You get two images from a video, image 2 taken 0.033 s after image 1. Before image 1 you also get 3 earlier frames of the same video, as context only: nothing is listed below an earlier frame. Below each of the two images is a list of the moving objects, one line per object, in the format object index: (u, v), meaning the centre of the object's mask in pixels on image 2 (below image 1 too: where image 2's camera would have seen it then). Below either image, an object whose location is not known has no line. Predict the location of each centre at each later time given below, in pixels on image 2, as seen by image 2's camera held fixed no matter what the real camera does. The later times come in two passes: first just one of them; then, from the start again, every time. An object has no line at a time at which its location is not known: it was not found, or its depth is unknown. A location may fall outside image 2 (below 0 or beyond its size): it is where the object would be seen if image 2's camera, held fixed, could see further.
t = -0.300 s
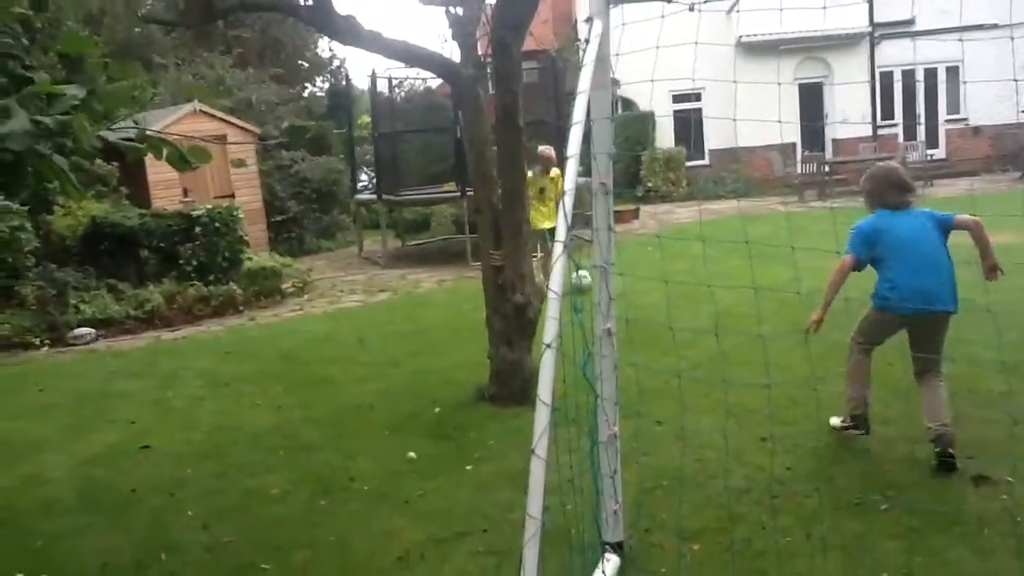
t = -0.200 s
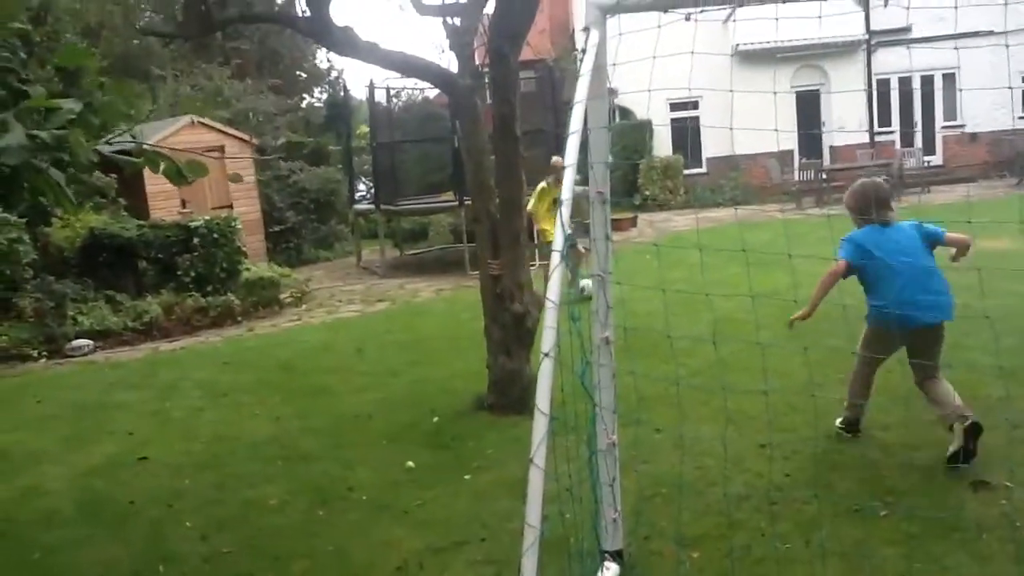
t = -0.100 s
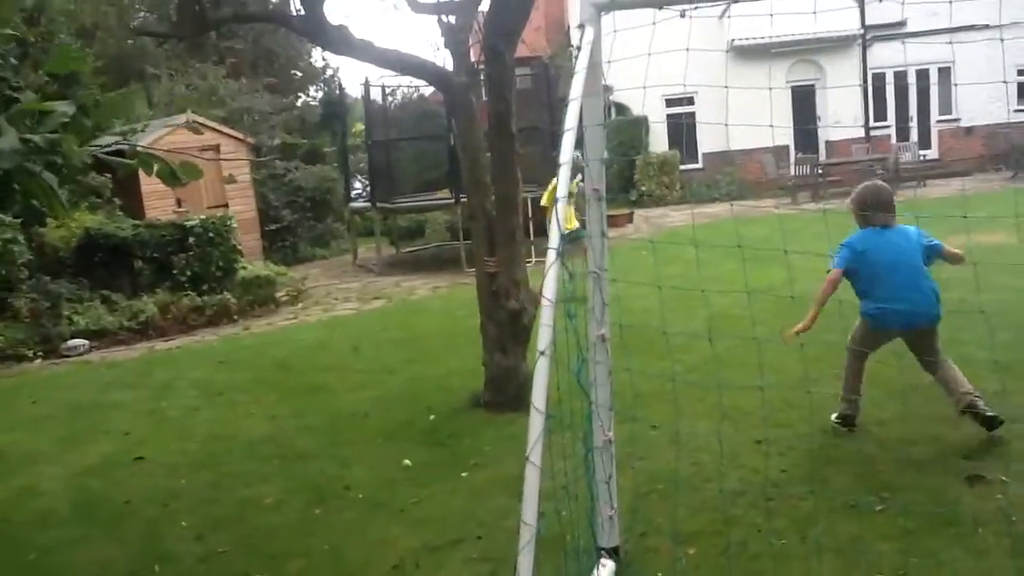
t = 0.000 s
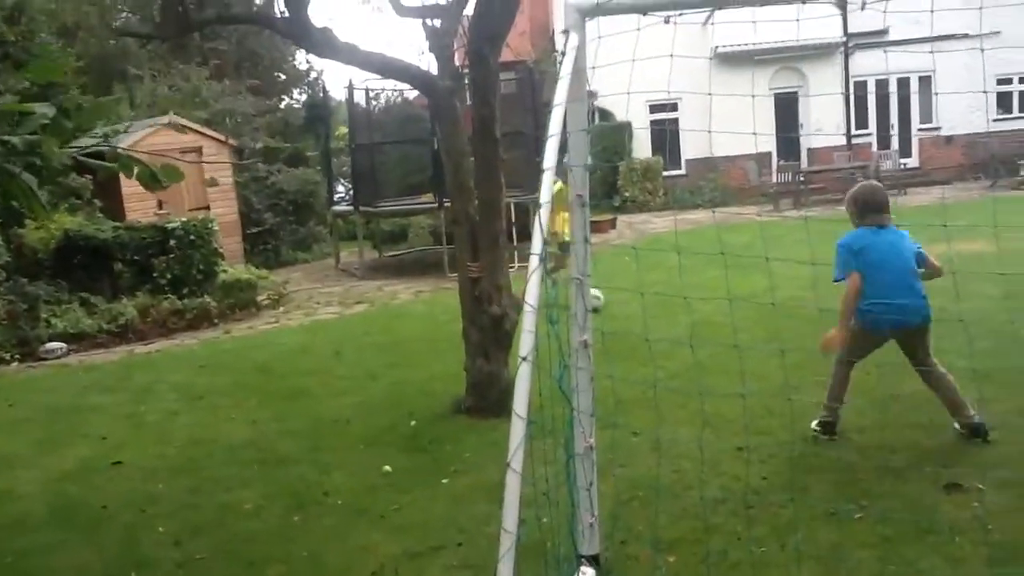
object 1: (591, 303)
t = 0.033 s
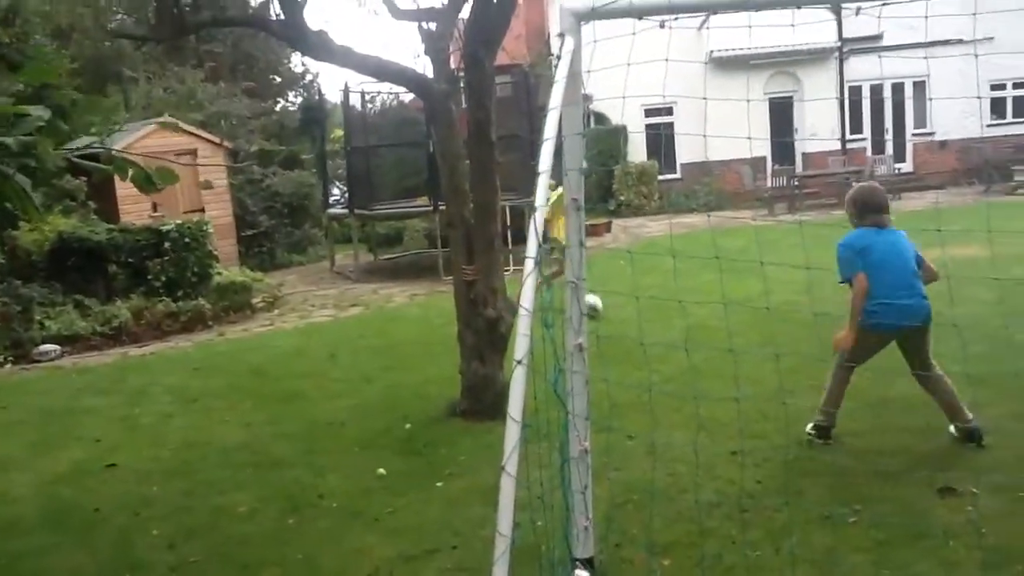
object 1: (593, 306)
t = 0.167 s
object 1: (604, 314)
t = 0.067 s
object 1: (596, 308)
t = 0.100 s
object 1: (598, 311)
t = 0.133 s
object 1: (600, 313)
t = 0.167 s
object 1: (604, 314)
